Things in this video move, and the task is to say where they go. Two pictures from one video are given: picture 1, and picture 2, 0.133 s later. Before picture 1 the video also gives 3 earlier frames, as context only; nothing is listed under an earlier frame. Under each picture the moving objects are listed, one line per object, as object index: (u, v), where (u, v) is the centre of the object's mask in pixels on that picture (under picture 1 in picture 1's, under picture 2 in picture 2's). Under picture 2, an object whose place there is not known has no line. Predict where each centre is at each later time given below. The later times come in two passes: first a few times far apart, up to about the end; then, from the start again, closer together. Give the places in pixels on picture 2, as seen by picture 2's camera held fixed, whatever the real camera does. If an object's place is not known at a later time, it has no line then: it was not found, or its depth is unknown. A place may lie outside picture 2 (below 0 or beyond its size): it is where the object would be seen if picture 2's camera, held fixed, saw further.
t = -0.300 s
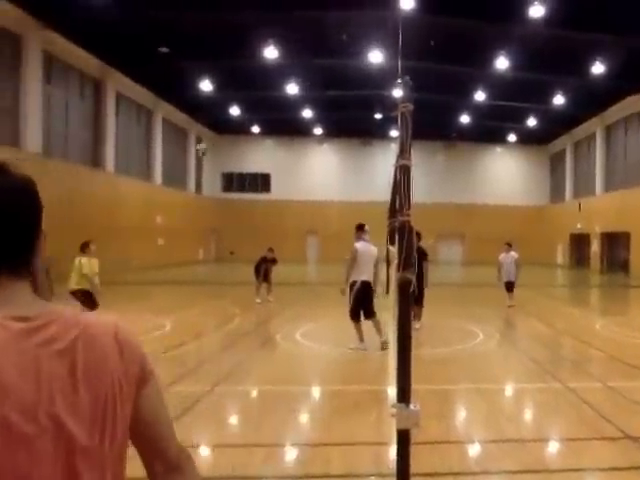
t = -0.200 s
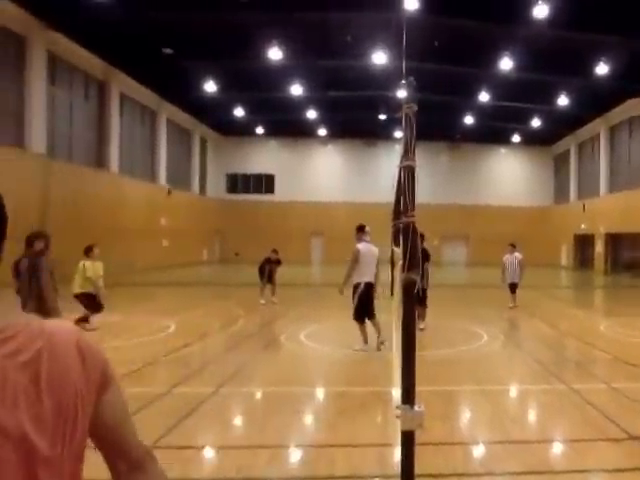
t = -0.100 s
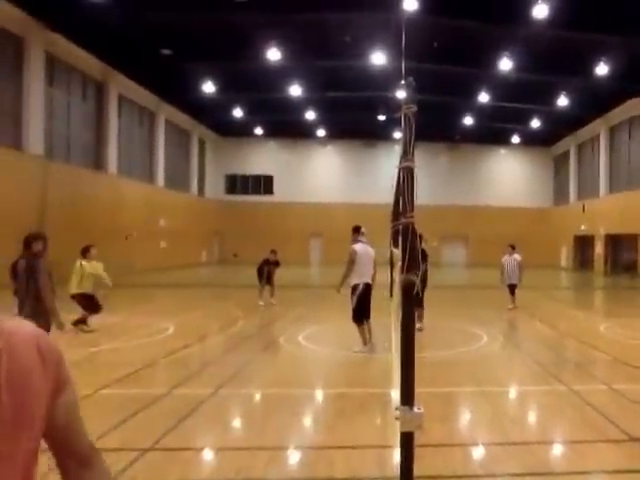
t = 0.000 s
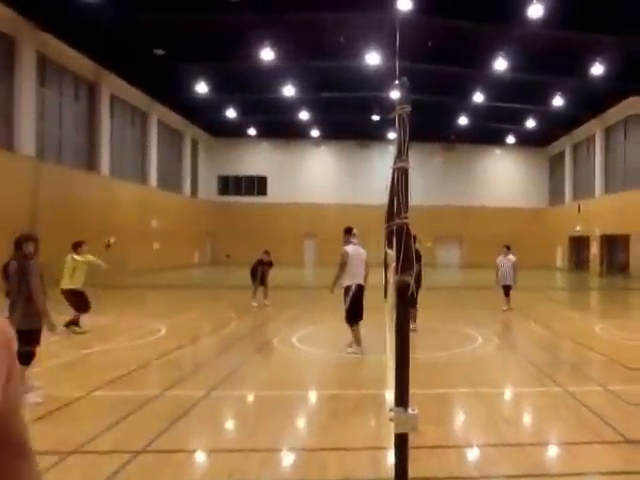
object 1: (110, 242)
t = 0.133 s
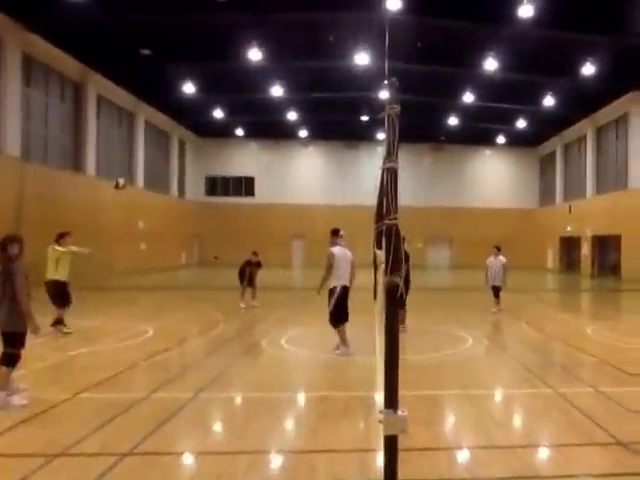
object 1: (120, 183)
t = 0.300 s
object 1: (152, 123)
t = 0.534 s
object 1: (194, 72)
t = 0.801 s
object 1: (241, 55)
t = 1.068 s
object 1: (287, 80)
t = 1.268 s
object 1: (322, 127)
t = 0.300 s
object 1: (152, 123)
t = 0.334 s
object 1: (157, 114)
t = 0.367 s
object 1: (164, 105)
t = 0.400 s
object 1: (170, 97)
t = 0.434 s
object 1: (176, 89)
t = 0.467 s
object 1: (181, 82)
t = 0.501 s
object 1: (188, 77)
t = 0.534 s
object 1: (194, 72)
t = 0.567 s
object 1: (200, 67)
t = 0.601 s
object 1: (206, 64)
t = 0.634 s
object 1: (212, 61)
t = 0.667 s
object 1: (218, 58)
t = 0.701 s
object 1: (223, 56)
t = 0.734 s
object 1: (229, 55)
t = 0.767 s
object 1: (235, 55)
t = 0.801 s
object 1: (241, 55)
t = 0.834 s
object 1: (246, 56)
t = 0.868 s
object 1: (253, 56)
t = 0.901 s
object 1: (259, 59)
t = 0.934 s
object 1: (265, 61)
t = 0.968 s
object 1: (270, 65)
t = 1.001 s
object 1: (276, 69)
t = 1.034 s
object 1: (281, 74)
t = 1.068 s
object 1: (287, 80)
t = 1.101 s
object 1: (294, 86)
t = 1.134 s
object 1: (299, 93)
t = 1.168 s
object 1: (305, 100)
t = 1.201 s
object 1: (311, 108)
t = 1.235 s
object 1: (316, 117)
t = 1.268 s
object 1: (322, 127)
